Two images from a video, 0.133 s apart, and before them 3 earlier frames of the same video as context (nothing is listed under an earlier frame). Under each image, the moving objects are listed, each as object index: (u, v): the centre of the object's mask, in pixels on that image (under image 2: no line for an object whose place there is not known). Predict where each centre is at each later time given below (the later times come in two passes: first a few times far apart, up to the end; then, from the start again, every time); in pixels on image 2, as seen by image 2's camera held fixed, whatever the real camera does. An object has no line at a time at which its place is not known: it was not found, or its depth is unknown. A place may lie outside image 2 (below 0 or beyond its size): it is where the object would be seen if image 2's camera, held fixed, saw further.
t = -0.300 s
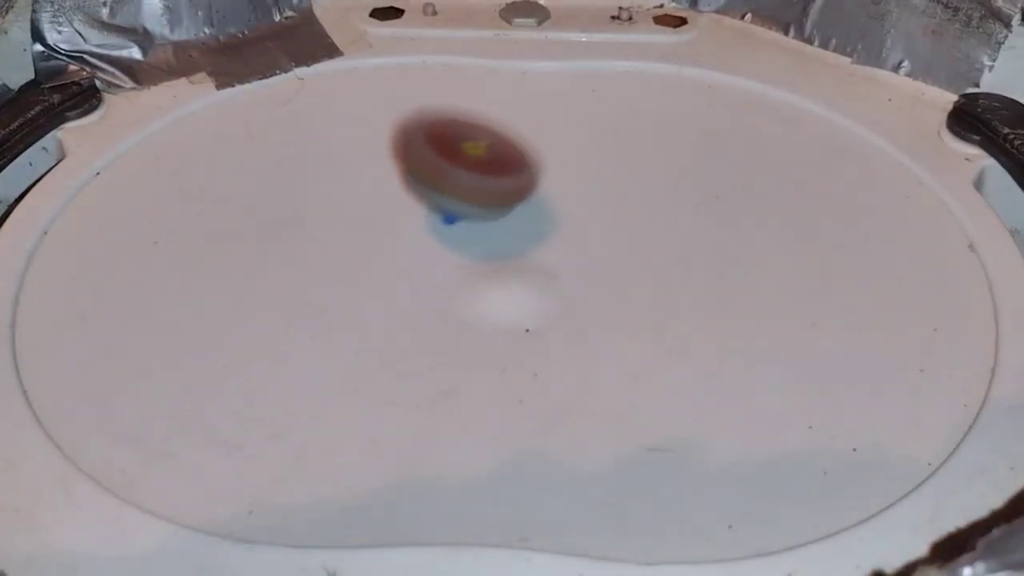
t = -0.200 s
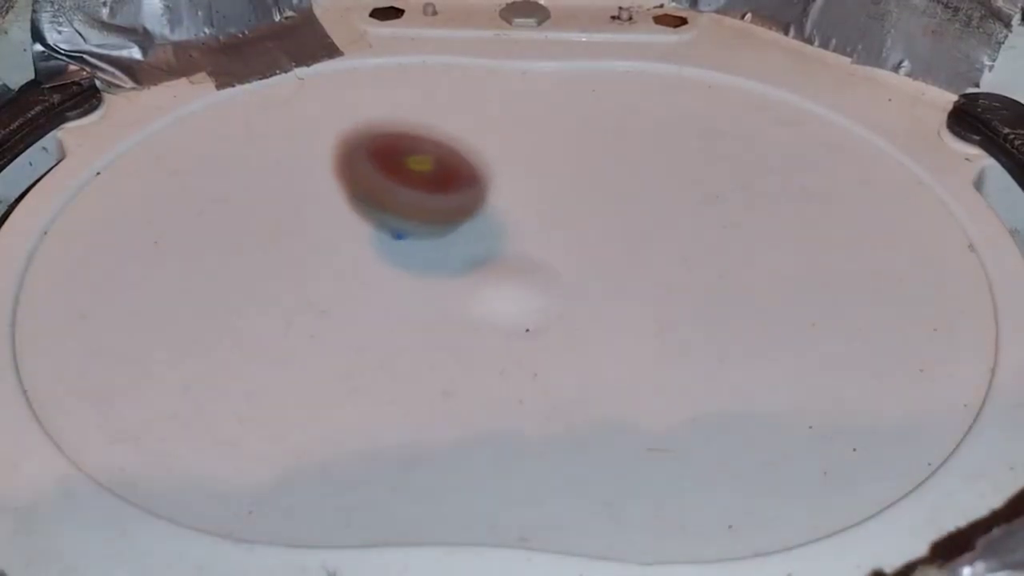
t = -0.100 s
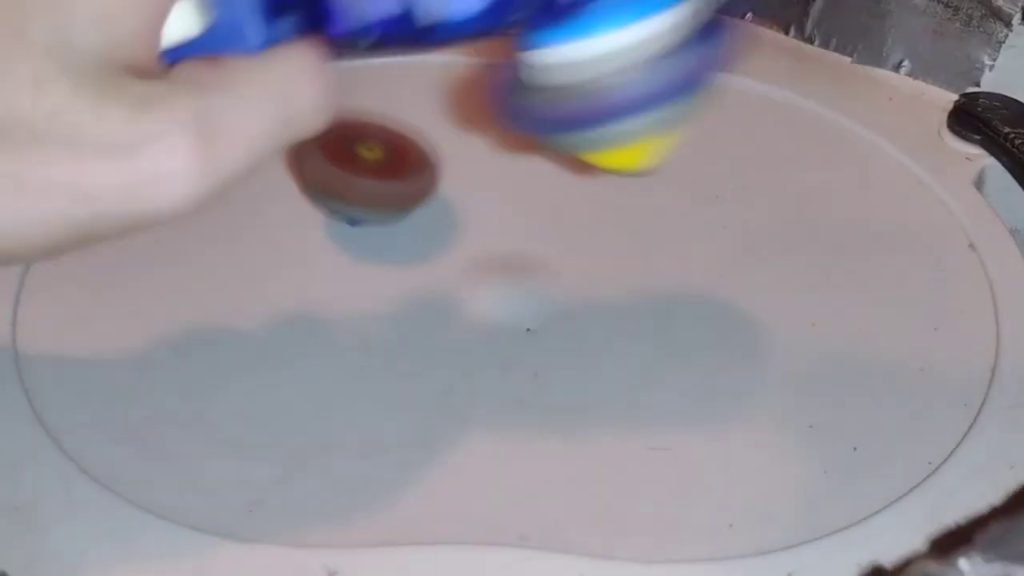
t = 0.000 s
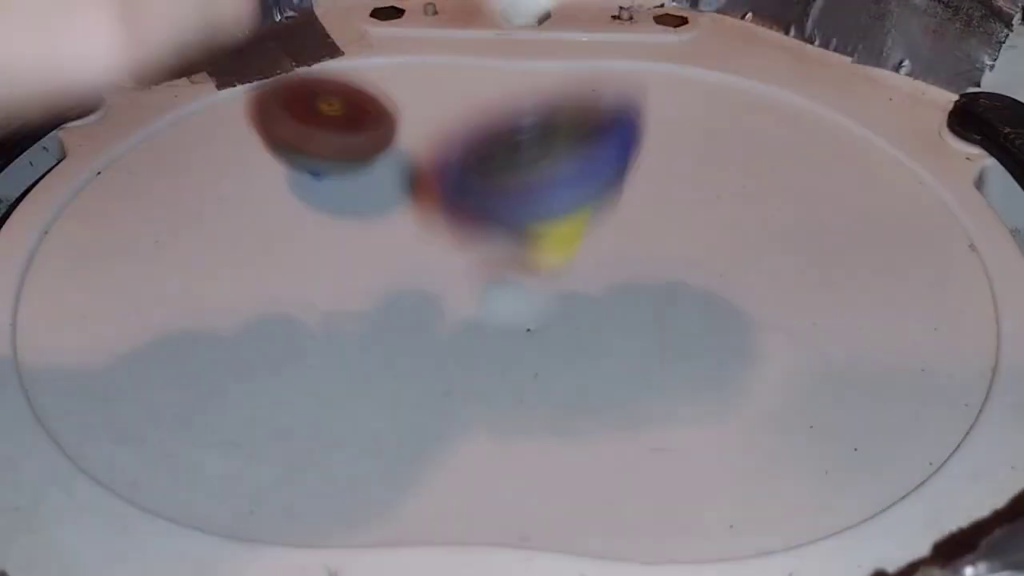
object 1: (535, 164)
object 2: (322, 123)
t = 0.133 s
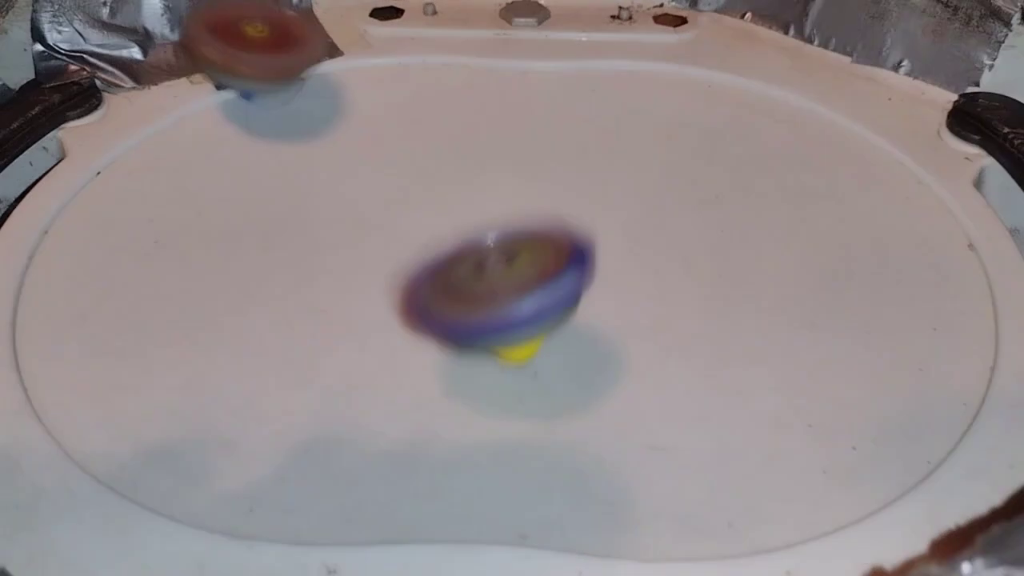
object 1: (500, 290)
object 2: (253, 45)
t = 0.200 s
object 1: (485, 314)
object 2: (276, 88)
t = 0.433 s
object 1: (478, 447)
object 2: (463, 204)
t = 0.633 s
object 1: (568, 487)
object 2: (620, 134)
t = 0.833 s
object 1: (349, 488)
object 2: (611, 40)
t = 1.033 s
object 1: (91, 465)
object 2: (453, 96)
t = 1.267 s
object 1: (124, 461)
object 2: (446, 112)
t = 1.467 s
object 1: (412, 339)
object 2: (409, 61)
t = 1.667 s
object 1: (472, 215)
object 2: (370, 75)
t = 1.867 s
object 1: (331, 210)
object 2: (253, 91)
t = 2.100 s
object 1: (608, 455)
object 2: (340, 57)
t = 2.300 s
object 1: (948, 286)
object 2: (471, 139)
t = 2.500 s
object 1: (785, 99)
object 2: (595, 96)
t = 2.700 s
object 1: (753, 65)
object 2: (320, 47)
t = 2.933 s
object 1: (553, 184)
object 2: (336, 199)
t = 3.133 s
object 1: (892, 293)
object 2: (208, 259)
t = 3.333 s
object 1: (947, 189)
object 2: (392, 334)
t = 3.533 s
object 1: (748, 179)
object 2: (594, 231)
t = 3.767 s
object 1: (829, 133)
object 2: (168, 211)
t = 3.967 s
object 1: (679, 200)
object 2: (84, 320)
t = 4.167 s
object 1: (661, 333)
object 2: (333, 328)
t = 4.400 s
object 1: (834, 369)
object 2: (433, 163)
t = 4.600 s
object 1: (695, 279)
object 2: (313, 62)
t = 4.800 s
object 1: (444, 267)
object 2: (193, 82)
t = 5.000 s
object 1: (237, 314)
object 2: (309, 192)
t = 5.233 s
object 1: (313, 370)
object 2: (615, 183)
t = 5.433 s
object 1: (419, 252)
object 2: (717, 85)
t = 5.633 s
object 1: (347, 153)
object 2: (599, 69)
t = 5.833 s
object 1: (234, 115)
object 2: (565, 194)
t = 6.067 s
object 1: (285, 181)
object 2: (771, 277)
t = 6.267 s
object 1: (478, 182)
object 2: (892, 232)
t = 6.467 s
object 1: (594, 128)
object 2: (743, 200)
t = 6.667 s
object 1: (600, 104)
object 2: (535, 255)
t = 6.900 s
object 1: (628, 174)
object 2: (419, 355)
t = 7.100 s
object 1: (742, 200)
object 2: (496, 362)
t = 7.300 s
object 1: (750, 185)
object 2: (466, 277)
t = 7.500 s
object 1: (635, 225)
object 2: (328, 205)
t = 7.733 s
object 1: (567, 323)
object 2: (181, 187)
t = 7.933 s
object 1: (658, 355)
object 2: (244, 231)
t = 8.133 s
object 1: (605, 269)
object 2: (412, 201)
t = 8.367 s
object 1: (601, 305)
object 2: (373, 30)
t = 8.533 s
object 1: (624, 290)
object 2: (318, 72)
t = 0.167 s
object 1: (493, 312)
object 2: (257, 50)
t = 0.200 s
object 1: (485, 314)
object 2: (276, 88)
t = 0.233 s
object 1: (477, 323)
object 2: (294, 118)
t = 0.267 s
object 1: (467, 341)
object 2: (315, 143)
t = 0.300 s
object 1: (457, 361)
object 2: (339, 165)
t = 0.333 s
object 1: (446, 388)
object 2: (366, 183)
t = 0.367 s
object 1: (438, 424)
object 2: (397, 196)
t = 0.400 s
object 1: (449, 450)
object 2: (429, 203)
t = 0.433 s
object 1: (478, 447)
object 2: (463, 204)
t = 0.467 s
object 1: (508, 472)
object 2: (496, 198)
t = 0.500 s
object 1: (524, 490)
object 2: (526, 191)
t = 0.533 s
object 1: (532, 492)
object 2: (555, 181)
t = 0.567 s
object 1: (550, 496)
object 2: (581, 168)
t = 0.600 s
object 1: (568, 486)
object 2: (604, 151)
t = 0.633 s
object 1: (568, 487)
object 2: (620, 134)
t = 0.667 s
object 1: (549, 496)
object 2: (631, 116)
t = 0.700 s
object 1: (525, 492)
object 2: (638, 98)
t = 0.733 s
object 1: (497, 491)
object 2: (639, 82)
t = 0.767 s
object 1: (457, 487)
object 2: (635, 65)
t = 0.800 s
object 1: (409, 487)
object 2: (625, 51)
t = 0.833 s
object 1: (349, 488)
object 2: (611, 40)
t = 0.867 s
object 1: (289, 484)
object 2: (591, 34)
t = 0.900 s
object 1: (213, 485)
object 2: (568, 37)
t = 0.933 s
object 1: (133, 485)
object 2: (540, 50)
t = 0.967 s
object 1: (81, 479)
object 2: (512, 67)
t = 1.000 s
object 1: (81, 459)
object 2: (482, 82)
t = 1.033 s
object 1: (91, 465)
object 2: (453, 96)
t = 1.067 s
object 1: (88, 471)
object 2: (427, 107)
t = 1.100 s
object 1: (85, 480)
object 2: (408, 114)
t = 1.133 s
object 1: (99, 485)
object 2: (397, 120)
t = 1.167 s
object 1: (108, 486)
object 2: (398, 123)
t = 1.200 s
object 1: (113, 484)
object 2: (410, 123)
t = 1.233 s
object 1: (116, 481)
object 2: (428, 119)
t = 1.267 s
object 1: (124, 461)
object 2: (446, 112)
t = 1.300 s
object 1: (135, 437)
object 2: (458, 102)
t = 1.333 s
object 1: (163, 420)
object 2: (464, 91)
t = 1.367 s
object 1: (212, 404)
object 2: (460, 79)
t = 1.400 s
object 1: (280, 387)
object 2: (448, 68)
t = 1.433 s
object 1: (351, 369)
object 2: (430, 61)
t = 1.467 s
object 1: (412, 339)
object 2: (409, 61)
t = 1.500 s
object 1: (455, 304)
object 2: (390, 68)
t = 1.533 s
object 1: (476, 269)
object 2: (376, 84)
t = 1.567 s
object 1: (478, 230)
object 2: (372, 107)
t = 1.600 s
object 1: (471, 212)
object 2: (379, 119)
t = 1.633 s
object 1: (475, 211)
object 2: (375, 94)
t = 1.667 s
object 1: (472, 215)
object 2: (370, 75)
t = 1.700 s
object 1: (459, 214)
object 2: (355, 62)
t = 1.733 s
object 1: (441, 203)
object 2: (334, 54)
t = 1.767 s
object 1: (418, 197)
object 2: (309, 54)
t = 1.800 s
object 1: (390, 197)
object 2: (280, 59)
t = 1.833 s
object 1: (360, 201)
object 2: (259, 73)
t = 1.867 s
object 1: (331, 210)
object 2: (253, 91)
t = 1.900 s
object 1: (309, 216)
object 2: (262, 115)
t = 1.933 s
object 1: (293, 287)
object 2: (281, 95)
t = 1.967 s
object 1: (299, 351)
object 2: (298, 72)
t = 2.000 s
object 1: (338, 400)
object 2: (307, 53)
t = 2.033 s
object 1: (408, 428)
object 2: (313, 37)
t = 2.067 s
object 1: (503, 443)
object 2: (324, 34)
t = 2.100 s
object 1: (608, 455)
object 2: (340, 57)
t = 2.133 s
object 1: (716, 459)
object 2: (357, 76)
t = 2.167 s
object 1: (813, 444)
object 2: (378, 96)
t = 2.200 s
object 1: (890, 418)
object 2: (399, 112)
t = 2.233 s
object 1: (927, 374)
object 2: (421, 125)
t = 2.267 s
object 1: (943, 331)
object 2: (446, 134)
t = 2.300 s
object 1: (948, 286)
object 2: (471, 139)
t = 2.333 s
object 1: (944, 246)
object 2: (498, 140)
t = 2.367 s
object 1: (929, 209)
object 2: (524, 139)
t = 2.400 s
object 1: (895, 176)
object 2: (551, 135)
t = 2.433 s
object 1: (850, 148)
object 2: (578, 126)
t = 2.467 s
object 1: (798, 122)
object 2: (604, 115)
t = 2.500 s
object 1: (785, 99)
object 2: (595, 96)
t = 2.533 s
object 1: (822, 88)
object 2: (539, 68)
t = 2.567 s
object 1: (840, 75)
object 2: (498, 44)
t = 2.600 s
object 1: (829, 71)
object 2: (457, 34)
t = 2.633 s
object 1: (808, 67)
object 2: (415, 28)
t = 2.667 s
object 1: (782, 64)
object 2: (369, 38)
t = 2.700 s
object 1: (753, 65)
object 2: (320, 47)
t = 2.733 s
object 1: (718, 68)
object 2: (285, 59)
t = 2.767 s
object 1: (682, 77)
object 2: (263, 73)
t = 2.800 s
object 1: (647, 91)
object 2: (251, 97)
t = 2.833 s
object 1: (615, 110)
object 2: (254, 128)
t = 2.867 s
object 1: (587, 131)
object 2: (270, 153)
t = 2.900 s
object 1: (567, 156)
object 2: (297, 176)
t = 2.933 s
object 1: (553, 184)
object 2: (336, 199)
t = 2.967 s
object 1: (559, 216)
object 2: (368, 212)
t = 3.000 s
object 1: (642, 246)
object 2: (319, 211)
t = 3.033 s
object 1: (707, 270)
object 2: (276, 220)
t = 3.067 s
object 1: (771, 288)
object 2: (239, 230)
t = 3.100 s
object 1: (831, 294)
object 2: (216, 242)
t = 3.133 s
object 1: (892, 293)
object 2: (208, 259)
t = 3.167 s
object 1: (939, 283)
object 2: (211, 276)
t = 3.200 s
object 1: (960, 264)
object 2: (227, 295)
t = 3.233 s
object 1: (957, 237)
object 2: (257, 316)
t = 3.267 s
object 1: (954, 226)
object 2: (297, 330)
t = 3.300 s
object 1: (953, 207)
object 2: (343, 336)
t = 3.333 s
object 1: (947, 189)
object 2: (392, 334)
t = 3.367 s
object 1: (935, 173)
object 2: (443, 324)
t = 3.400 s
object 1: (909, 164)
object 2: (491, 310)
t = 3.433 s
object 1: (874, 161)
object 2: (533, 292)
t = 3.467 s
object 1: (831, 161)
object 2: (568, 273)
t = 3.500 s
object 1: (787, 167)
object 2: (589, 250)
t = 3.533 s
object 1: (748, 179)
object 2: (594, 231)
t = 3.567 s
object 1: (785, 173)
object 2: (514, 217)
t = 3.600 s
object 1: (816, 167)
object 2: (439, 216)
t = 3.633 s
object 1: (837, 163)
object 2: (380, 207)
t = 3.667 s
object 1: (847, 155)
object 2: (325, 202)
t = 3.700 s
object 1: (849, 145)
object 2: (271, 202)
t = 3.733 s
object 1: (844, 138)
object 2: (218, 206)
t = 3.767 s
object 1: (829, 133)
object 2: (168, 211)
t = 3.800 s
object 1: (804, 134)
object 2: (121, 224)
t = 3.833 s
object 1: (777, 140)
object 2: (83, 239)
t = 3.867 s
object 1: (748, 150)
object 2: (62, 259)
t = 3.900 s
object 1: (721, 164)
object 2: (53, 279)
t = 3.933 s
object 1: (698, 181)
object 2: (66, 301)
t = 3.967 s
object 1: (679, 200)
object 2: (84, 320)
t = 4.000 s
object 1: (662, 222)
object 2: (106, 340)
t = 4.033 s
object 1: (651, 242)
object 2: (141, 352)
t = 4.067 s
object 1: (643, 266)
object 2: (188, 358)
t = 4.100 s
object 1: (642, 291)
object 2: (241, 355)
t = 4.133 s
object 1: (647, 311)
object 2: (289, 344)
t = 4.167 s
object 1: (661, 333)
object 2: (333, 328)
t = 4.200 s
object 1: (680, 352)
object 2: (371, 306)
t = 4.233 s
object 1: (704, 368)
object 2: (401, 284)
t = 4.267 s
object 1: (731, 380)
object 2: (423, 259)
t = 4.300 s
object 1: (762, 389)
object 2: (435, 233)
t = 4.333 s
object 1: (792, 390)
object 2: (440, 210)
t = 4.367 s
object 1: (817, 382)
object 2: (439, 187)
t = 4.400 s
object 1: (834, 369)
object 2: (433, 163)
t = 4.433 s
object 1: (837, 353)
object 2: (423, 142)
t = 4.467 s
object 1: (827, 333)
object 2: (407, 122)
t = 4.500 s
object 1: (805, 315)
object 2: (388, 103)
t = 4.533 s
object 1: (773, 300)
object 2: (367, 87)
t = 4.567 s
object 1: (737, 288)
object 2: (342, 73)
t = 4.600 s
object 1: (695, 279)
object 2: (313, 62)
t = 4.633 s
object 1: (652, 271)
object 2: (285, 56)
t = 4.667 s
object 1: (608, 267)
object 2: (257, 55)
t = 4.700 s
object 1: (565, 264)
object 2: (240, 55)
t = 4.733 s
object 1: (522, 264)
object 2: (220, 57)
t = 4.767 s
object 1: (482, 265)
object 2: (202, 67)
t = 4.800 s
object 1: (444, 267)
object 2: (193, 82)
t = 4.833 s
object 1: (407, 271)
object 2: (192, 97)
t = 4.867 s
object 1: (368, 276)
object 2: (198, 119)
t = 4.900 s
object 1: (332, 282)
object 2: (214, 144)
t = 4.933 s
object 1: (298, 291)
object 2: (238, 161)
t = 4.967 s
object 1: (266, 303)
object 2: (271, 179)
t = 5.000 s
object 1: (237, 314)
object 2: (309, 192)
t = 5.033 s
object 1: (216, 327)
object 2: (352, 204)
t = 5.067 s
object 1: (201, 341)
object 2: (398, 210)
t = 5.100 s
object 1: (201, 356)
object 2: (445, 214)
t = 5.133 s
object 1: (214, 365)
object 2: (489, 205)
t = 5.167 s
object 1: (242, 372)
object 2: (533, 199)
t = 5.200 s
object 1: (276, 375)
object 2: (578, 192)
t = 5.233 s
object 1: (313, 370)
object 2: (615, 183)
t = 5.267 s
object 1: (346, 354)
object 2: (647, 168)
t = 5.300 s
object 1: (375, 336)
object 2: (674, 152)
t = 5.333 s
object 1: (397, 316)
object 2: (695, 134)
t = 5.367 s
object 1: (412, 294)
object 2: (709, 117)
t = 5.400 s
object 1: (420, 272)
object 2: (716, 99)
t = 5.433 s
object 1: (419, 252)
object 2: (717, 85)
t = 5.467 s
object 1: (414, 232)
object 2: (712, 70)
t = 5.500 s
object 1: (406, 212)
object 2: (698, 59)
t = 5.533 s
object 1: (394, 196)
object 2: (675, 52)
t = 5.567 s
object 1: (380, 181)
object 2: (650, 51)
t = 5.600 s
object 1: (365, 166)
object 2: (624, 57)
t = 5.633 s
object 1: (347, 153)
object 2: (599, 69)
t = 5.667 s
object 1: (328, 141)
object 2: (578, 86)
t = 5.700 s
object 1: (310, 131)
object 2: (561, 106)
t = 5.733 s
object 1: (290, 124)
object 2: (551, 128)
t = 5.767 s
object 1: (269, 115)
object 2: (549, 150)
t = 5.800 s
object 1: (251, 113)
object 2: (553, 172)
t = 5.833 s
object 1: (234, 115)
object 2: (565, 194)
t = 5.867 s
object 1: (223, 123)
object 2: (584, 213)
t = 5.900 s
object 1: (217, 130)
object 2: (610, 233)
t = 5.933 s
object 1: (218, 140)
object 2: (637, 244)
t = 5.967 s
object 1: (223, 150)
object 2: (667, 257)
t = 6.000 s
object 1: (237, 162)
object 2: (700, 267)
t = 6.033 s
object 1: (259, 173)
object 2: (736, 273)
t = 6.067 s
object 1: (285, 181)
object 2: (771, 277)
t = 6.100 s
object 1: (316, 189)
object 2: (804, 277)
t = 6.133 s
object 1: (350, 193)
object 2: (834, 274)
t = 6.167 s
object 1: (383, 194)
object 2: (859, 268)
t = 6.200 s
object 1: (416, 194)
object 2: (879, 258)
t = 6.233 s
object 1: (449, 190)
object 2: (890, 242)
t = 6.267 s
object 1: (478, 182)
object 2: (892, 232)
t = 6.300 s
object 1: (504, 174)
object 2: (883, 221)
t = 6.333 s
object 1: (527, 165)
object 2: (865, 210)
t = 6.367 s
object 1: (548, 155)
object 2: (839, 201)
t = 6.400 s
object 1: (566, 147)
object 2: (811, 199)
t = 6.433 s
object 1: (582, 137)
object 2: (778, 199)
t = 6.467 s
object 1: (594, 128)
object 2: (743, 200)
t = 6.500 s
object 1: (602, 119)
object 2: (708, 206)
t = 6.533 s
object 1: (608, 111)
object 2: (673, 213)
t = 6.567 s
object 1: (611, 106)
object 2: (641, 222)
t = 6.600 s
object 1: (609, 101)
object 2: (605, 231)
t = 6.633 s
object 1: (605, 101)
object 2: (570, 243)
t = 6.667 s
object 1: (600, 104)
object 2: (535, 255)
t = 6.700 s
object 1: (596, 111)
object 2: (501, 272)
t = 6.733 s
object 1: (593, 119)
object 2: (474, 287)
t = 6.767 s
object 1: (592, 131)
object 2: (453, 303)
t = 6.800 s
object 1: (597, 140)
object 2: (437, 319)
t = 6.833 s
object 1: (604, 153)
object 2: (425, 334)
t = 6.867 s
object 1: (614, 162)
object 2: (421, 347)
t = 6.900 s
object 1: (628, 174)
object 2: (419, 355)
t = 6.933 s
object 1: (646, 183)
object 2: (426, 364)
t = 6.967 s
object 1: (665, 189)
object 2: (438, 370)
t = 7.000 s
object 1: (686, 192)
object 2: (452, 373)
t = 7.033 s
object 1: (705, 198)
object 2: (468, 372)
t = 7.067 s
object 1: (725, 200)
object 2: (483, 369)
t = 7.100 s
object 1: (742, 200)
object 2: (496, 362)
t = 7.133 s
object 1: (756, 196)
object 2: (503, 351)
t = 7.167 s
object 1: (766, 196)
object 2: (505, 339)
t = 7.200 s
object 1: (770, 190)
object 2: (501, 322)
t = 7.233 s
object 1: (770, 189)
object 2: (494, 308)
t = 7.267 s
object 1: (762, 186)
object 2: (482, 292)
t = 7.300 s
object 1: (750, 185)
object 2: (466, 277)
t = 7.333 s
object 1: (735, 187)
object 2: (450, 262)
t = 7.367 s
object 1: (716, 190)
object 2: (427, 248)
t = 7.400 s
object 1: (697, 196)
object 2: (403, 235)
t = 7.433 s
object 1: (676, 204)
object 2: (382, 225)
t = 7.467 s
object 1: (656, 214)
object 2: (354, 214)
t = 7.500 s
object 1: (635, 225)
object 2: (328, 205)
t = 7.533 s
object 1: (616, 236)
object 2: (306, 197)
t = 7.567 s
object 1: (601, 249)
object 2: (280, 191)
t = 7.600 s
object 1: (584, 266)
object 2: (256, 186)
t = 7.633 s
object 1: (574, 279)
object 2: (237, 183)
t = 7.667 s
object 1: (566, 294)
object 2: (214, 182)
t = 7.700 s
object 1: (564, 309)
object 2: (194, 183)
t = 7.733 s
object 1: (567, 323)
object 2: (181, 187)
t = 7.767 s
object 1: (574, 338)
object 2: (168, 194)
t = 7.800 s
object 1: (588, 349)
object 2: (168, 204)
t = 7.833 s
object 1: (603, 357)
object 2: (178, 215)
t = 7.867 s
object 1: (623, 363)
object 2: (193, 224)
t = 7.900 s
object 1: (643, 361)
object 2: (216, 229)
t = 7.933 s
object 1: (658, 355)
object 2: (244, 231)
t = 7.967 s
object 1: (667, 346)
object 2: (271, 231)
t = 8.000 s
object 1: (666, 330)
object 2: (302, 229)
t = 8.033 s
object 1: (658, 313)
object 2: (332, 223)
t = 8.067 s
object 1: (645, 297)
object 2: (359, 218)
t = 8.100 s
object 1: (627, 283)
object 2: (388, 209)
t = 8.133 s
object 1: (605, 269)
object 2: (412, 201)
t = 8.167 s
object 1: (583, 257)
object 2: (435, 191)
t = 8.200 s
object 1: (579, 265)
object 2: (441, 159)
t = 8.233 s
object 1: (581, 277)
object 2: (430, 121)
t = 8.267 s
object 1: (582, 286)
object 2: (420, 90)
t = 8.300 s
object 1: (586, 293)
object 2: (405, 65)
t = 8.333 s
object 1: (593, 300)
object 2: (389, 41)
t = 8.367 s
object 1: (601, 305)
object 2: (373, 30)
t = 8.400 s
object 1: (611, 310)
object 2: (362, 34)
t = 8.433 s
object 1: (620, 310)
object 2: (347, 43)
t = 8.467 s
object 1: (625, 306)
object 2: (334, 54)
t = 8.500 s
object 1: (628, 299)
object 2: (323, 63)
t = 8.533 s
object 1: (624, 290)
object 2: (318, 72)
